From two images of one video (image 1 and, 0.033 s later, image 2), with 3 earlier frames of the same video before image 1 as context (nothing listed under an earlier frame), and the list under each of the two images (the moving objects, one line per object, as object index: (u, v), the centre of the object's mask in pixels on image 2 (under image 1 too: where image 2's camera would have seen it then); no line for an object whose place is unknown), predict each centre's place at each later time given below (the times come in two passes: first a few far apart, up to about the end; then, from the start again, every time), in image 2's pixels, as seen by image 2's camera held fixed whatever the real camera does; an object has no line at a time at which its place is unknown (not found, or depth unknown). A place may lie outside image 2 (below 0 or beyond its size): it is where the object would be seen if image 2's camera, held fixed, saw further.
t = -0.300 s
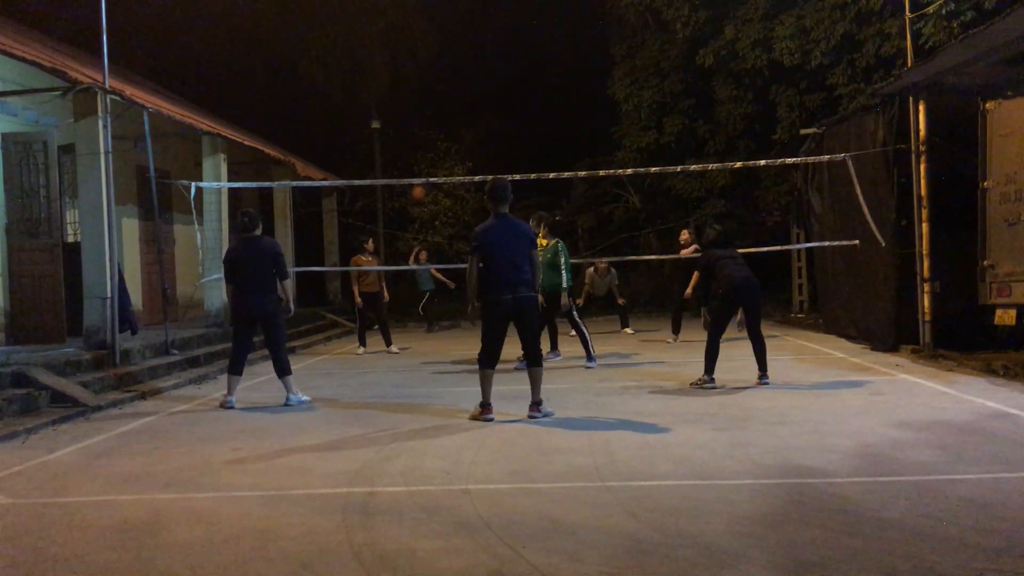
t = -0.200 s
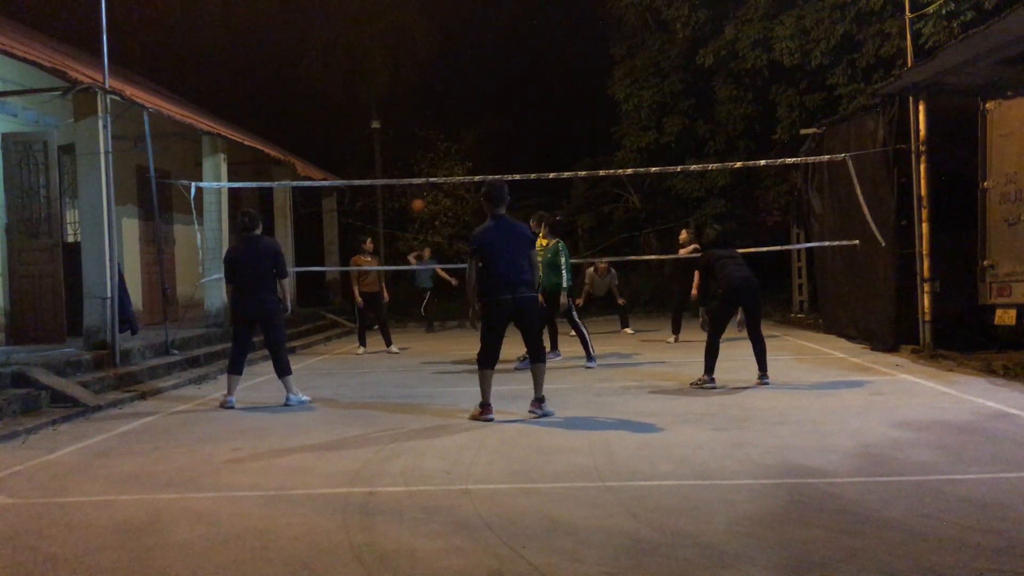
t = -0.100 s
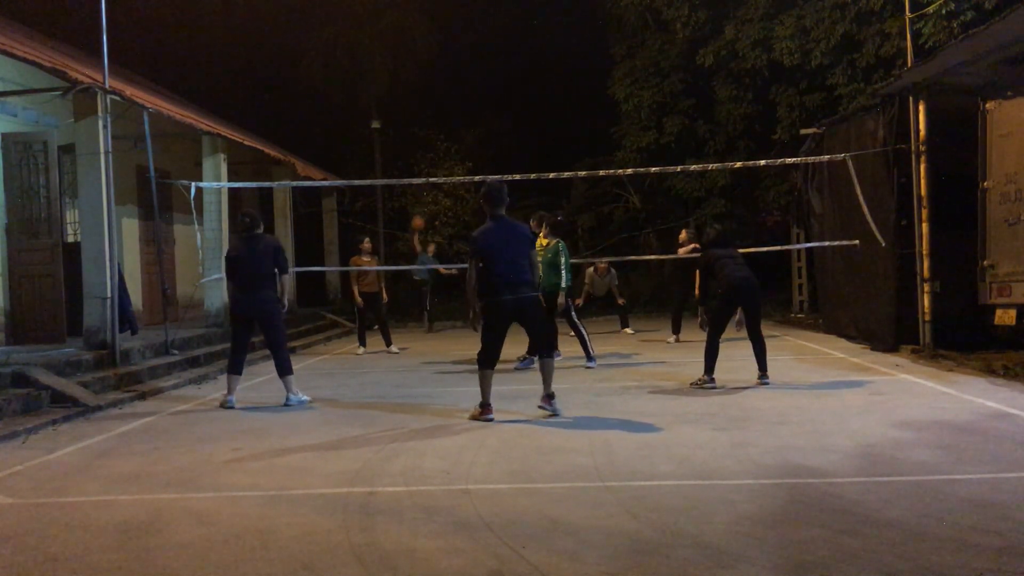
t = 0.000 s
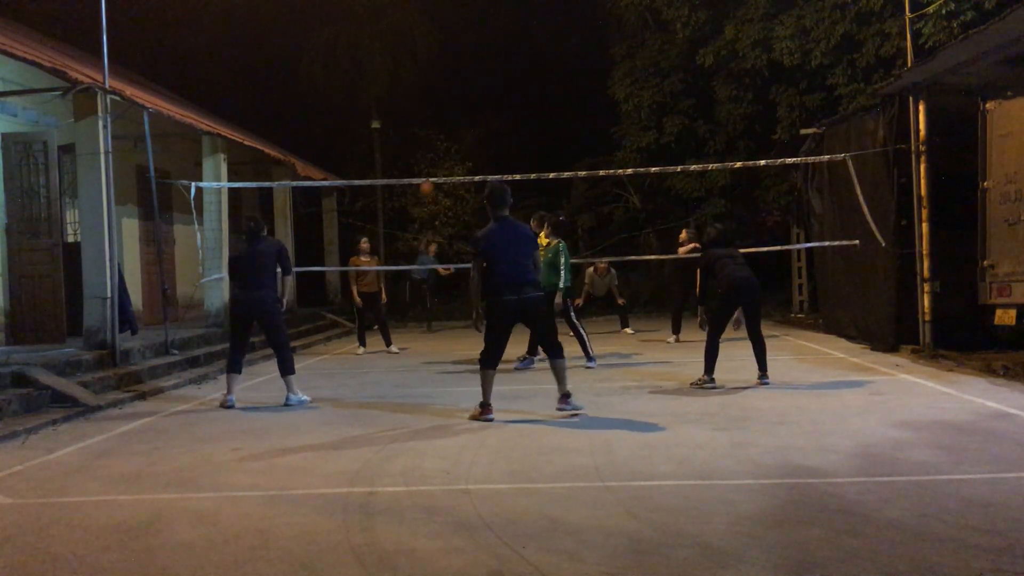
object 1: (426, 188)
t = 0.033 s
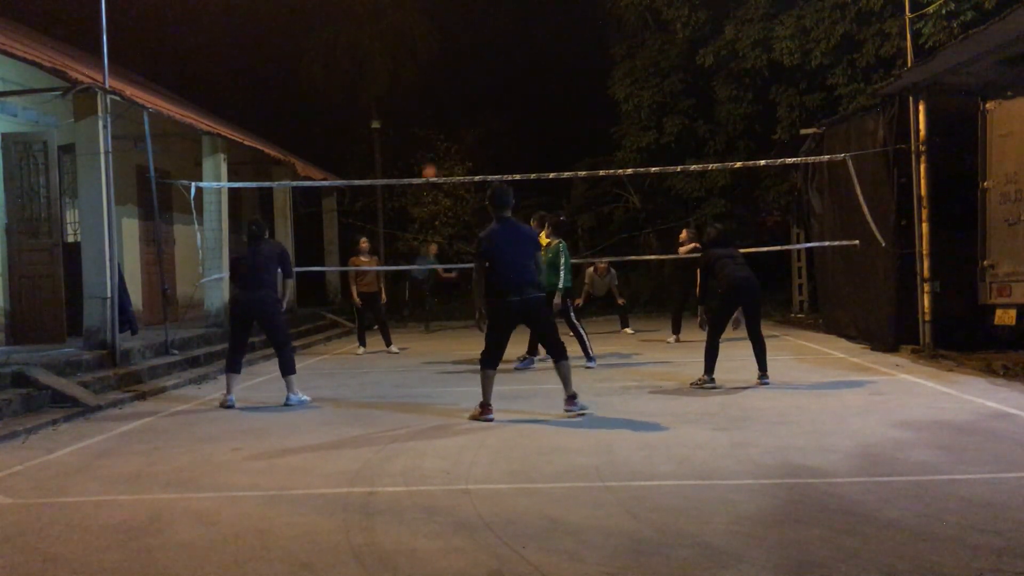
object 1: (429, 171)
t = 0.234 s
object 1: (448, 101)
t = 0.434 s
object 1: (468, 54)
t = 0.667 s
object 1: (500, 40)
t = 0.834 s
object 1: (530, 70)
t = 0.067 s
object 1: (432, 160)
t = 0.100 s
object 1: (435, 147)
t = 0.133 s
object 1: (438, 134)
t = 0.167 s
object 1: (441, 123)
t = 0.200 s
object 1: (444, 112)
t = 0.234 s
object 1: (448, 101)
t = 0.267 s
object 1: (451, 92)
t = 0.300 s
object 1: (454, 83)
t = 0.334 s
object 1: (458, 75)
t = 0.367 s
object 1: (461, 67)
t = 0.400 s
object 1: (464, 61)
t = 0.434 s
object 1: (468, 54)
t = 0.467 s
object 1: (472, 49)
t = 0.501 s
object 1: (476, 46)
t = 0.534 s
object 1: (481, 42)
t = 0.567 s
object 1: (485, 40)
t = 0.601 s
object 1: (490, 39)
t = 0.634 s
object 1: (495, 39)
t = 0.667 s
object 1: (500, 40)
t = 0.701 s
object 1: (505, 43)
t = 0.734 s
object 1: (511, 48)
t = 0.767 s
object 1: (517, 53)
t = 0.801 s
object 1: (523, 60)
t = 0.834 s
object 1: (530, 70)
